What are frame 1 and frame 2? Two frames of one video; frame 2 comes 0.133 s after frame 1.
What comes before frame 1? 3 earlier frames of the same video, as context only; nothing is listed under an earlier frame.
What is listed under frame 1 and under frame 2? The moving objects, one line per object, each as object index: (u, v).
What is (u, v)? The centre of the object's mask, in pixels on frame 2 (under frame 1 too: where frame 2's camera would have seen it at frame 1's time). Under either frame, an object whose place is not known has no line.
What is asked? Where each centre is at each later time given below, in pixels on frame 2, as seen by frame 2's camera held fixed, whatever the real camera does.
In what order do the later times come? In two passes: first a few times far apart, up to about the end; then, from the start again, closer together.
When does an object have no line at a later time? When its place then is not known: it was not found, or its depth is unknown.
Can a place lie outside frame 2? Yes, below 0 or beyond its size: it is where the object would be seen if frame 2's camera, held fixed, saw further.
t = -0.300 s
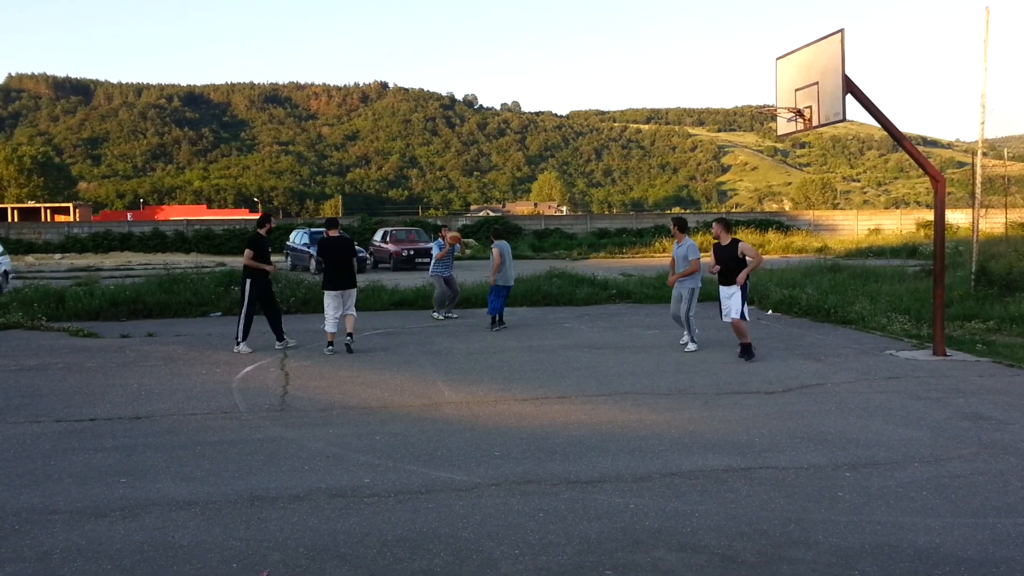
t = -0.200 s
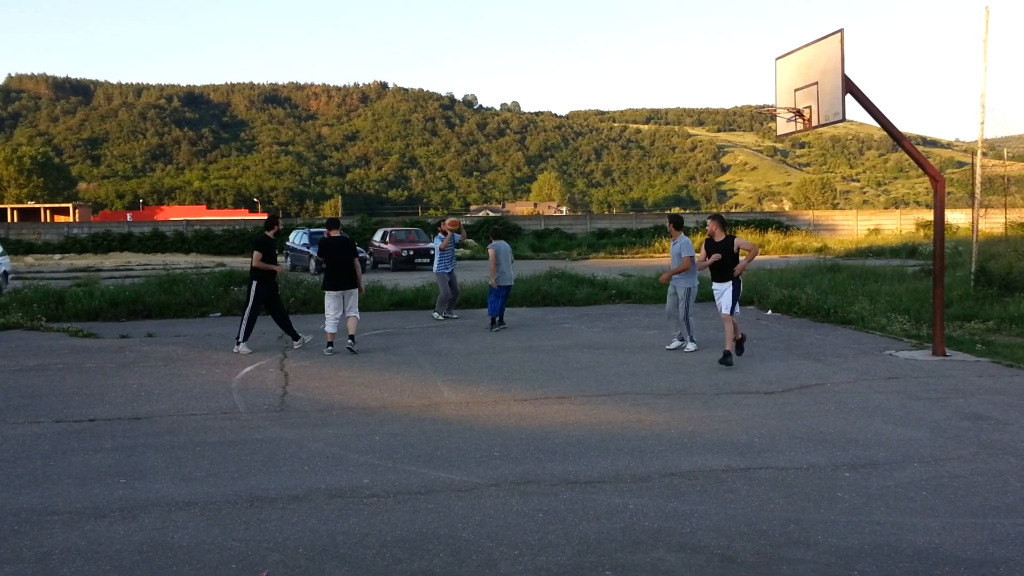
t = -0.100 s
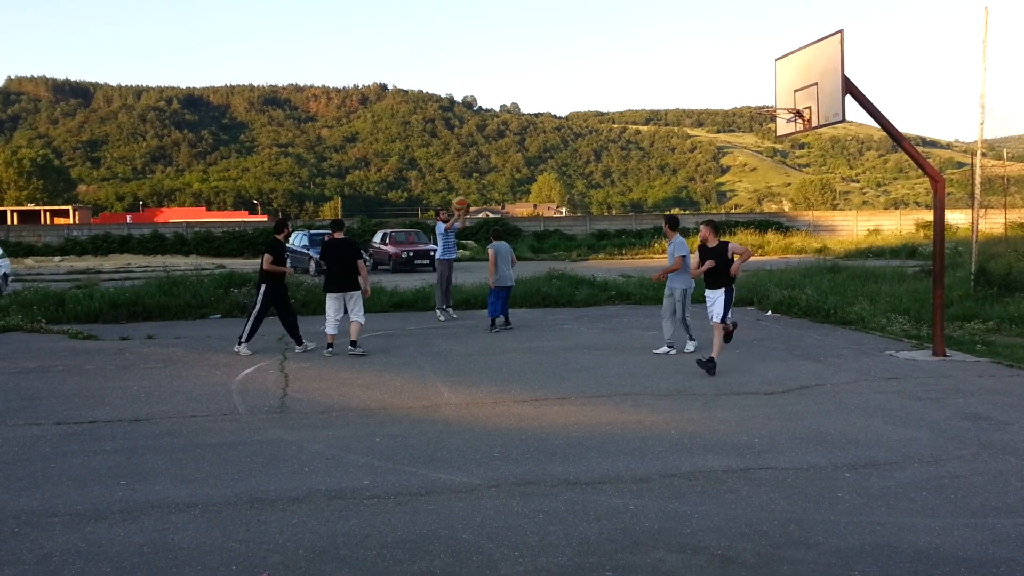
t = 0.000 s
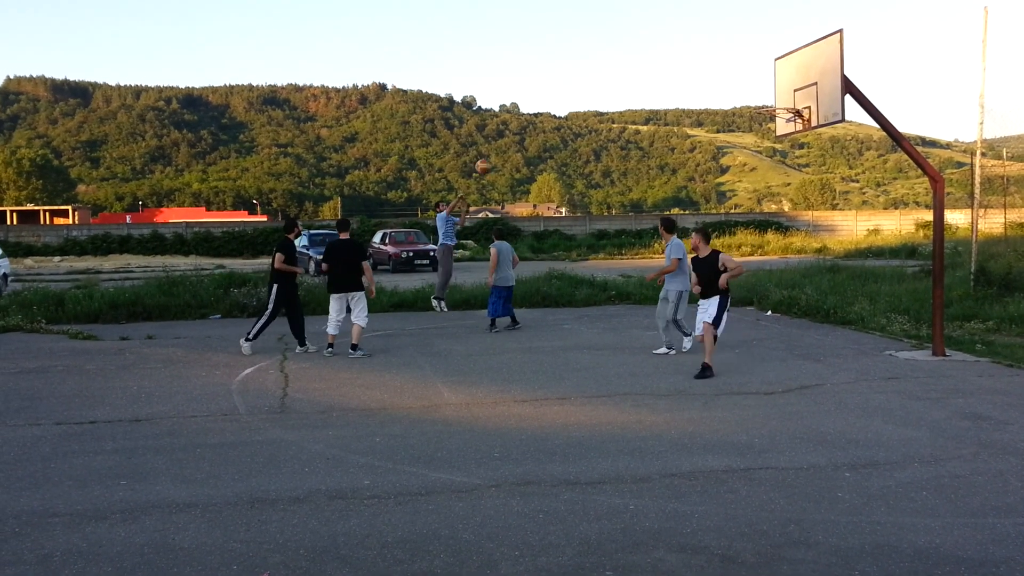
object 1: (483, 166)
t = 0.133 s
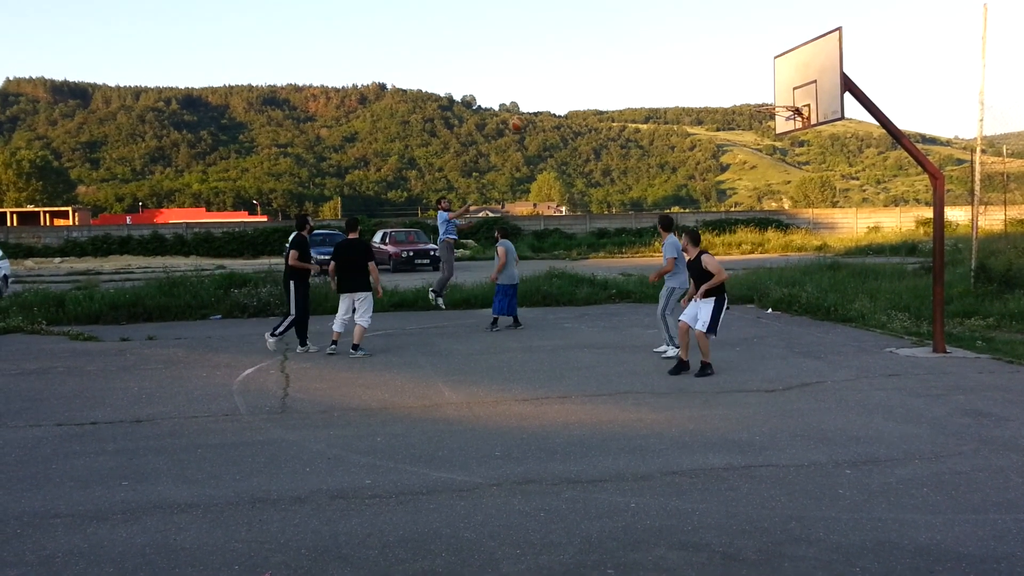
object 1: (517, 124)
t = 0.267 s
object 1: (554, 88)
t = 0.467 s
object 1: (616, 54)
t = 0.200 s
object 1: (535, 105)
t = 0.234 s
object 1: (544, 96)
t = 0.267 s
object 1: (554, 88)
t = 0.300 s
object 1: (563, 81)
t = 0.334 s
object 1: (573, 74)
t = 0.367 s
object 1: (584, 68)
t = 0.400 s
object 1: (594, 63)
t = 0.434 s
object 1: (605, 58)
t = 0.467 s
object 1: (616, 54)
